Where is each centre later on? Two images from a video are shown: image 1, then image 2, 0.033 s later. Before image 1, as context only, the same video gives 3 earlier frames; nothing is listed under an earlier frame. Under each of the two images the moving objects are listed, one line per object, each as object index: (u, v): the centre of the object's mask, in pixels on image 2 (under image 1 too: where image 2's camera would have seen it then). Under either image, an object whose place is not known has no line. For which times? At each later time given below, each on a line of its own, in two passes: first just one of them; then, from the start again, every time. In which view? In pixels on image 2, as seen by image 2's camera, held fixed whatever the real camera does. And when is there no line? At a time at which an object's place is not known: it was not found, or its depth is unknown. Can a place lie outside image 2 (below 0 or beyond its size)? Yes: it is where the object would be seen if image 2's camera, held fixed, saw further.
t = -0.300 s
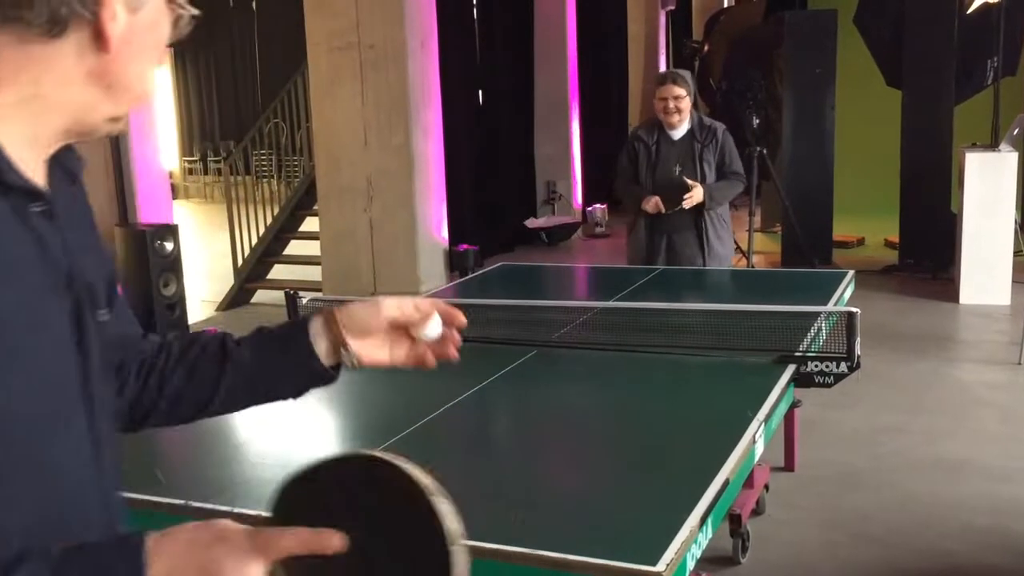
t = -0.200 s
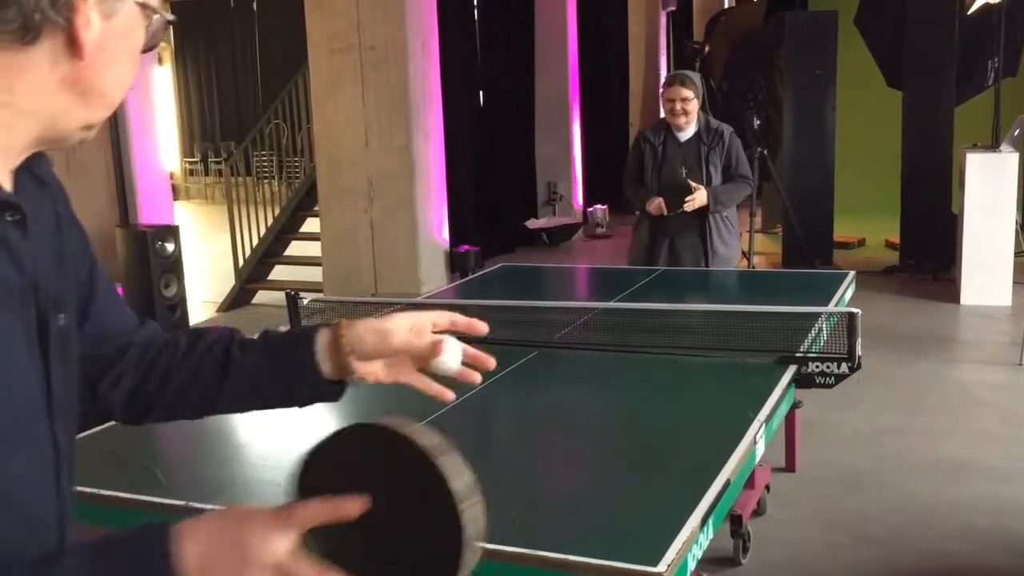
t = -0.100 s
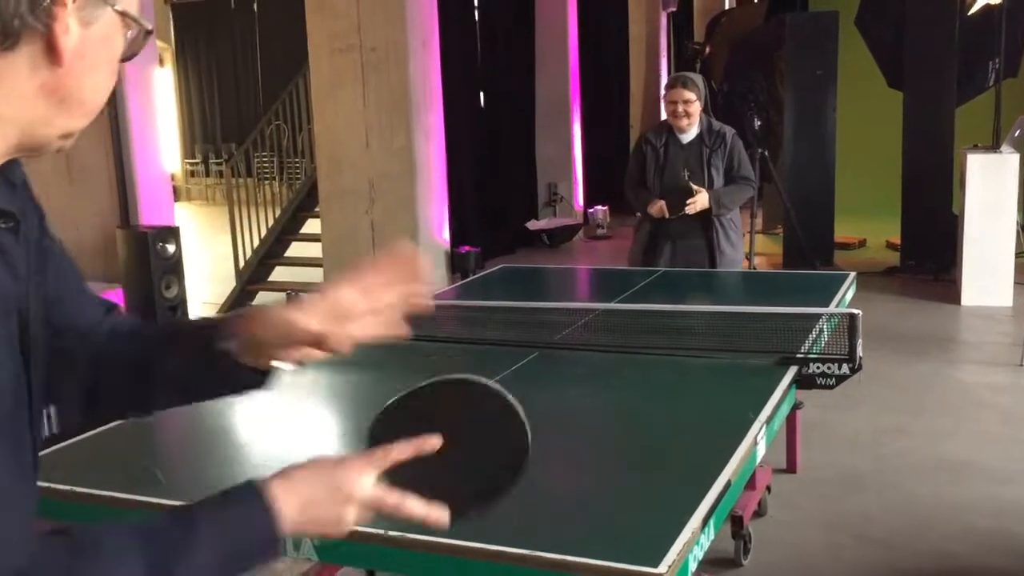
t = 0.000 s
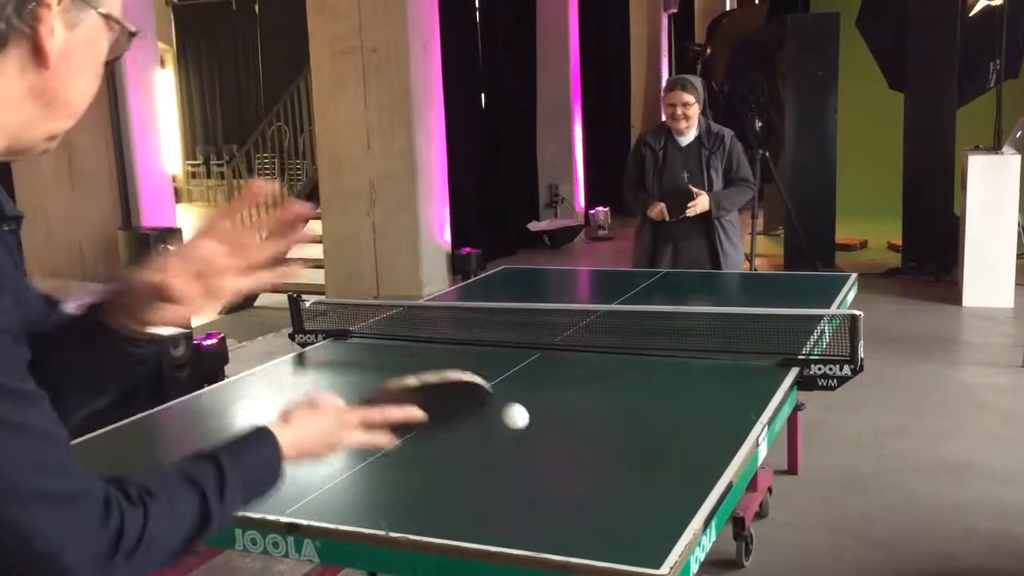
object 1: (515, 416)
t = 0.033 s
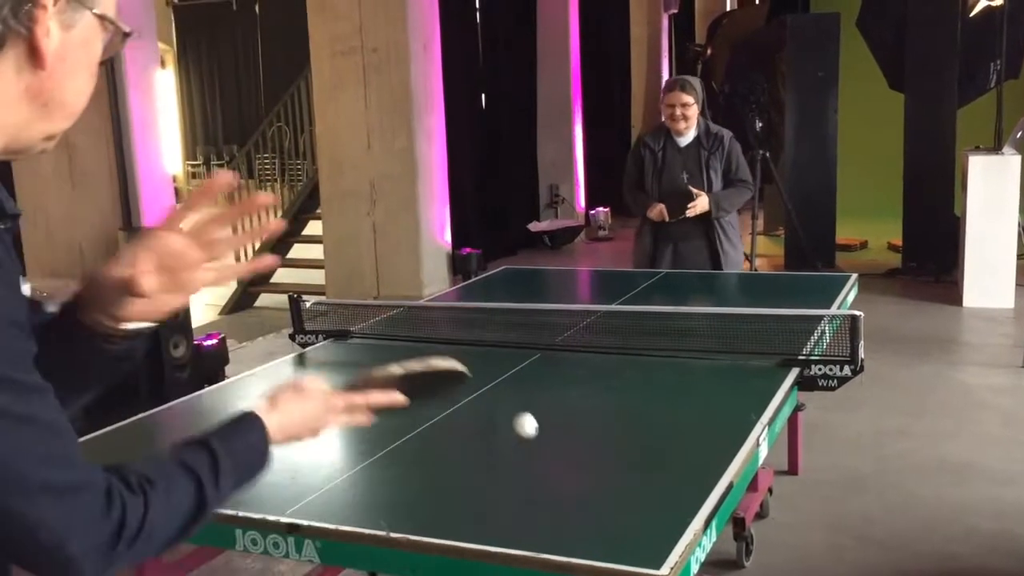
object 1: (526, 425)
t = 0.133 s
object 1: (545, 400)
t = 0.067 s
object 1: (534, 439)
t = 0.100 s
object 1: (542, 447)
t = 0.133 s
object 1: (545, 400)
